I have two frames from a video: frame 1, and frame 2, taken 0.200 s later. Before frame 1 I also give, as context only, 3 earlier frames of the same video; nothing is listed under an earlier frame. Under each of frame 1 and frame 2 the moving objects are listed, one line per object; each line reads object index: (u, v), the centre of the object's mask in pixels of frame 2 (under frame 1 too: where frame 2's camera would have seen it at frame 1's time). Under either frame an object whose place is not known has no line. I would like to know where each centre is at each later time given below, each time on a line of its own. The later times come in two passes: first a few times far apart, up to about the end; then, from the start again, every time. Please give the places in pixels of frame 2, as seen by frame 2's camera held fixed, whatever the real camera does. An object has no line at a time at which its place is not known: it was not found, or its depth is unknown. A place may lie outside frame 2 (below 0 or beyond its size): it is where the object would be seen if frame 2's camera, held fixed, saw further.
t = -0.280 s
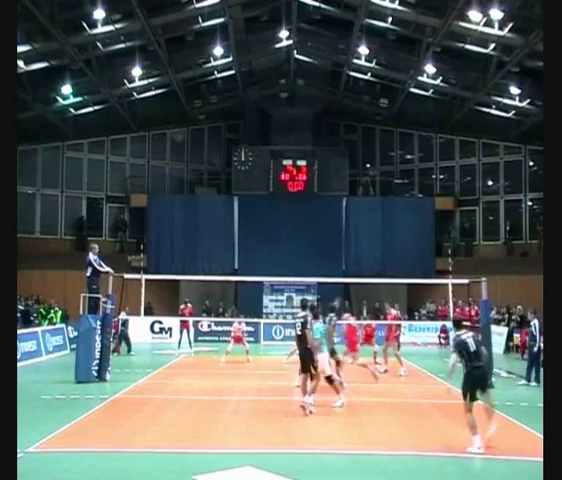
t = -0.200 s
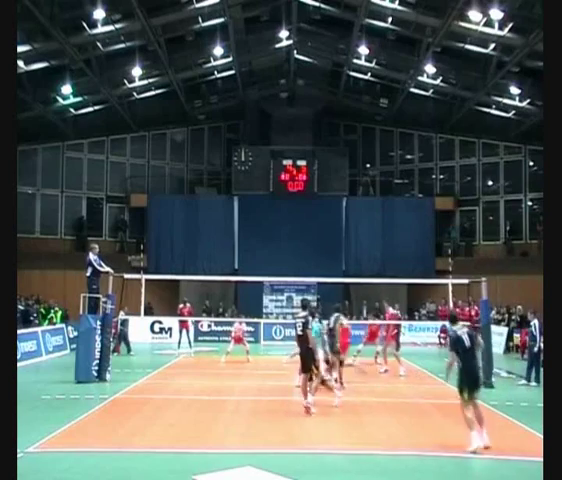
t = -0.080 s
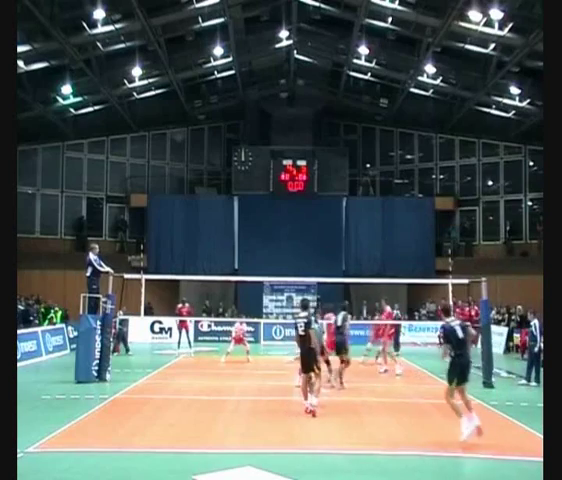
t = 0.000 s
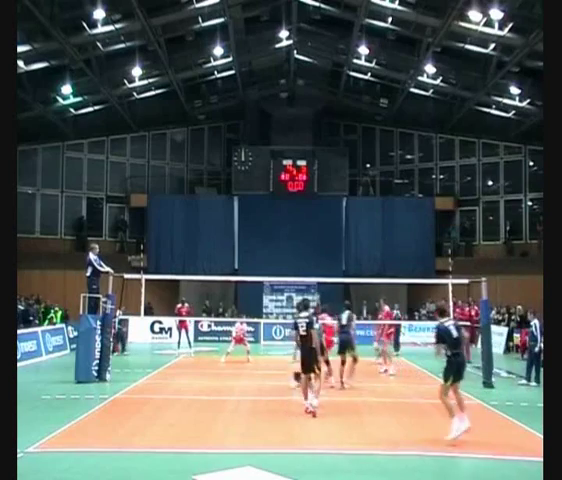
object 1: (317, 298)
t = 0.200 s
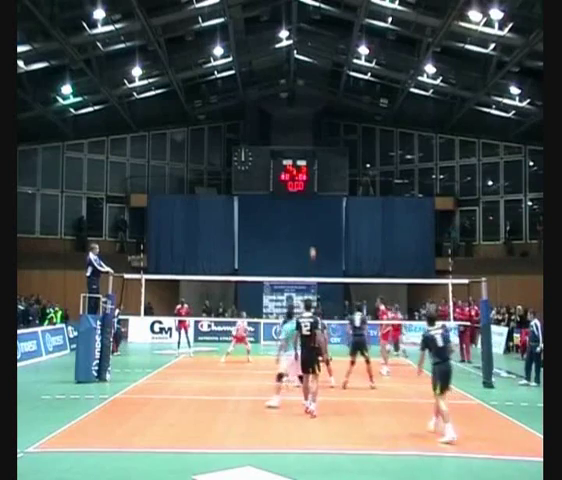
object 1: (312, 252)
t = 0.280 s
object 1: (310, 238)
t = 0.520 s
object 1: (304, 207)
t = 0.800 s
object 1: (296, 195)
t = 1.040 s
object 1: (288, 206)
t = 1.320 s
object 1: (279, 244)
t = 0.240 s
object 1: (311, 245)
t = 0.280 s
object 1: (310, 238)
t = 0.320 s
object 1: (309, 232)
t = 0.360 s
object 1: (307, 225)
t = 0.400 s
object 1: (307, 220)
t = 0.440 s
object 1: (306, 215)
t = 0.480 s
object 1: (305, 211)
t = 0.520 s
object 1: (304, 207)
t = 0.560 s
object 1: (303, 204)
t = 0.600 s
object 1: (302, 201)
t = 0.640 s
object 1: (300, 199)
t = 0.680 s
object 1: (299, 197)
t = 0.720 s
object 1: (298, 196)
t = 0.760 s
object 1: (297, 195)
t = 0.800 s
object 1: (296, 195)
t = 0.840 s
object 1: (294, 196)
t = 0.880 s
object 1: (293, 197)
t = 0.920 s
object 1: (292, 198)
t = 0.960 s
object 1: (291, 200)
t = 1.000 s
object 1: (290, 203)
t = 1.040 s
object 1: (288, 206)
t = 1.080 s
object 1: (287, 210)
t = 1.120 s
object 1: (285, 214)
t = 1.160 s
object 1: (284, 219)
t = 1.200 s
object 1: (283, 225)
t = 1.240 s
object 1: (282, 230)
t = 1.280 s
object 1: (280, 238)
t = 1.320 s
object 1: (279, 244)
